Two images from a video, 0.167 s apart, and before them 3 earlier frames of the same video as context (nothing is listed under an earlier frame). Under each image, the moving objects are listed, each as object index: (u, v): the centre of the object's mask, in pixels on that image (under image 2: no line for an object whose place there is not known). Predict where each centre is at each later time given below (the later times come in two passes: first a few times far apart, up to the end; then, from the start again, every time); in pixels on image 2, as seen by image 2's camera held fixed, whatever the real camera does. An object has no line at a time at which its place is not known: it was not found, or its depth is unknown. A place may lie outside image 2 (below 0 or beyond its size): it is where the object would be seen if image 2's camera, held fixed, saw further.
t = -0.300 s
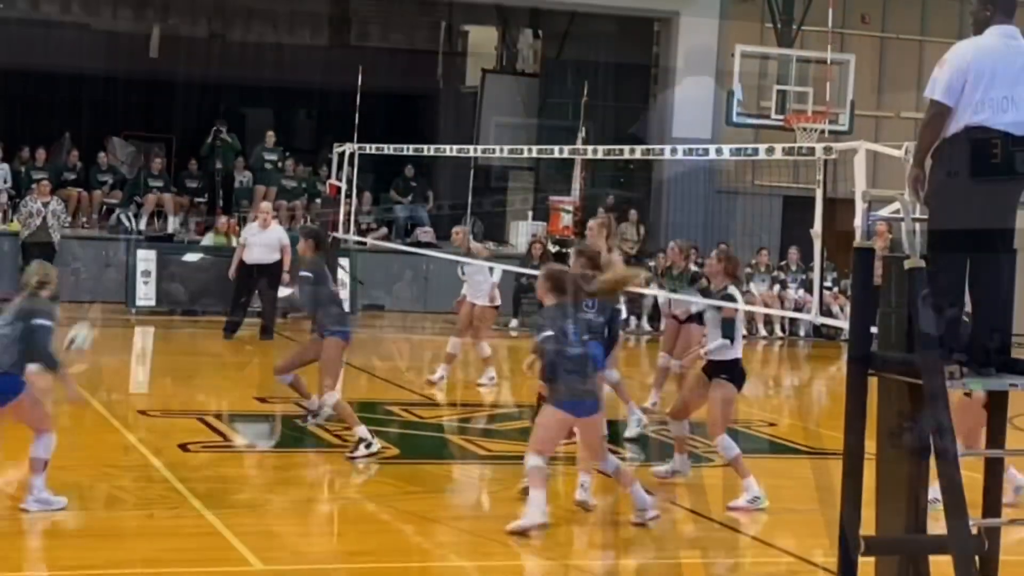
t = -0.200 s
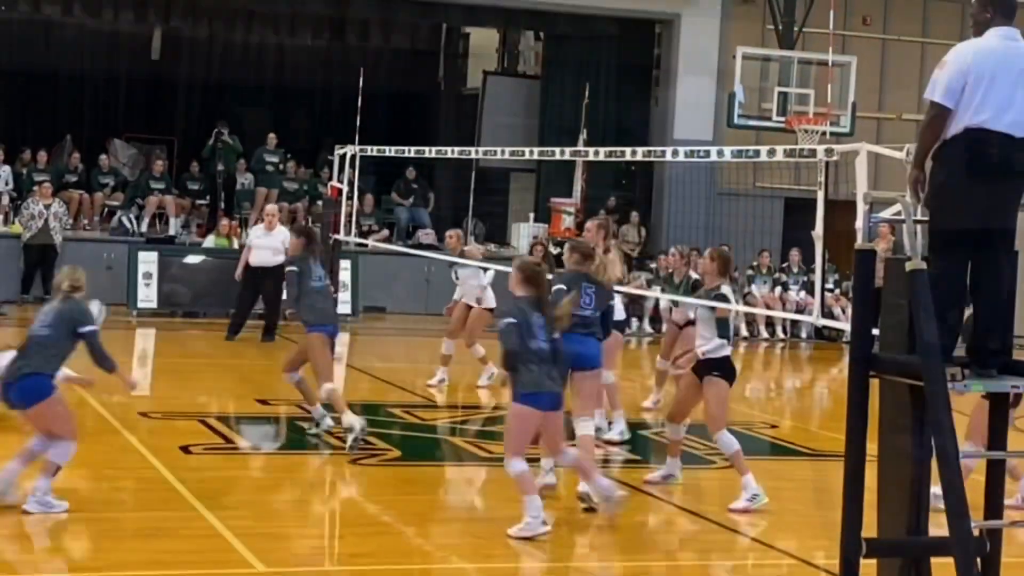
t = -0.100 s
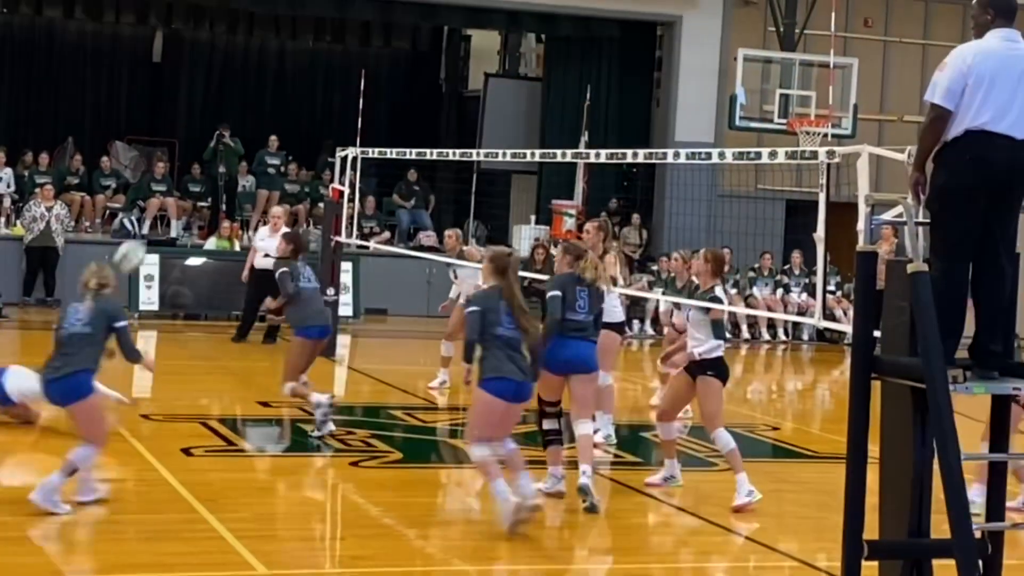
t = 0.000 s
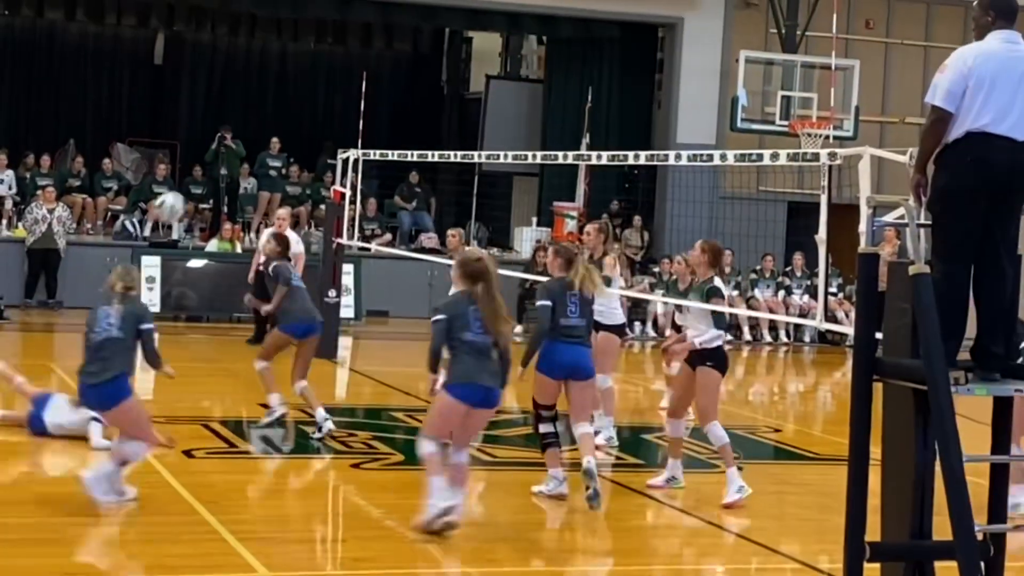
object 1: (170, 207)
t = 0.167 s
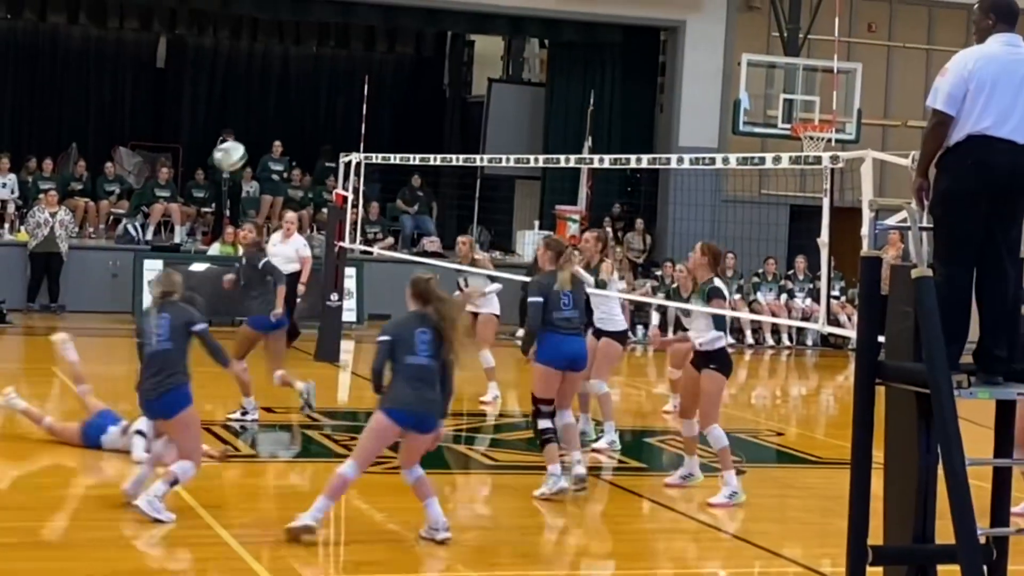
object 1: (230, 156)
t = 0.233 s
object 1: (253, 144)
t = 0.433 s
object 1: (318, 142)
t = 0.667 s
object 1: (391, 207)
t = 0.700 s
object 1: (401, 223)
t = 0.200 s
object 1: (241, 149)
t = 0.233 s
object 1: (253, 144)
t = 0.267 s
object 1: (264, 140)
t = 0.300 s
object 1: (274, 137)
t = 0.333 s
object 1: (285, 136)
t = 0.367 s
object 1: (296, 137)
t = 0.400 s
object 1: (307, 139)
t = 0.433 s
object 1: (318, 142)
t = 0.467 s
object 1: (328, 147)
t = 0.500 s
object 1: (339, 153)
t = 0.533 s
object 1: (349, 160)
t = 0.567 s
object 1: (361, 171)
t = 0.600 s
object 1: (371, 182)
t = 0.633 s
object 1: (381, 193)
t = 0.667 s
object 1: (391, 207)
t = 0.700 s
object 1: (401, 223)
